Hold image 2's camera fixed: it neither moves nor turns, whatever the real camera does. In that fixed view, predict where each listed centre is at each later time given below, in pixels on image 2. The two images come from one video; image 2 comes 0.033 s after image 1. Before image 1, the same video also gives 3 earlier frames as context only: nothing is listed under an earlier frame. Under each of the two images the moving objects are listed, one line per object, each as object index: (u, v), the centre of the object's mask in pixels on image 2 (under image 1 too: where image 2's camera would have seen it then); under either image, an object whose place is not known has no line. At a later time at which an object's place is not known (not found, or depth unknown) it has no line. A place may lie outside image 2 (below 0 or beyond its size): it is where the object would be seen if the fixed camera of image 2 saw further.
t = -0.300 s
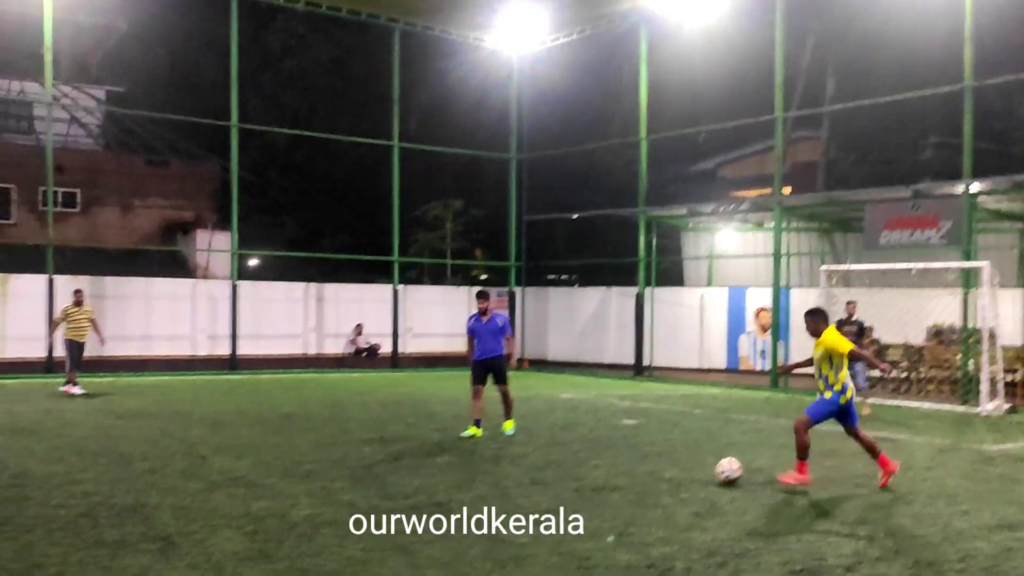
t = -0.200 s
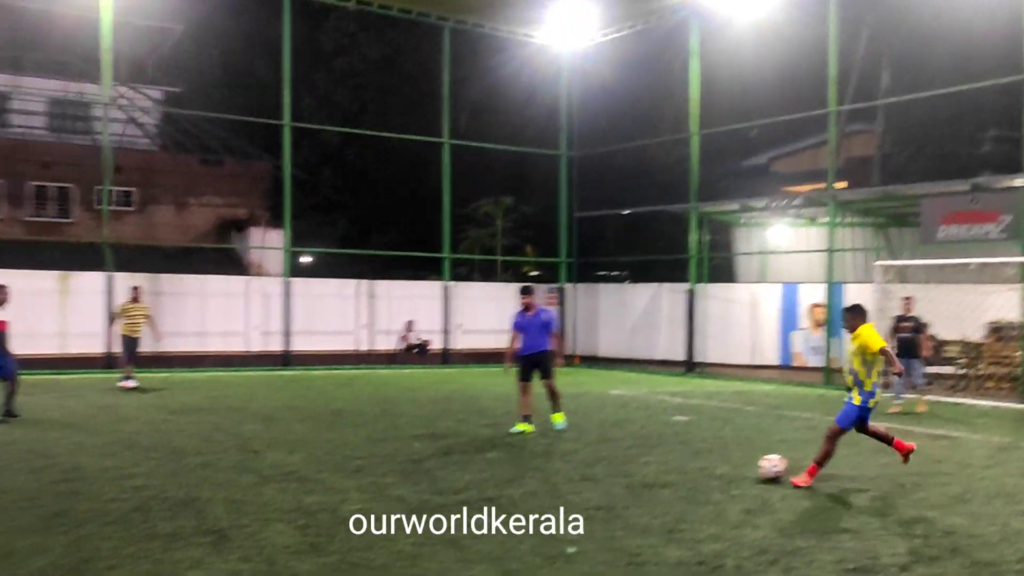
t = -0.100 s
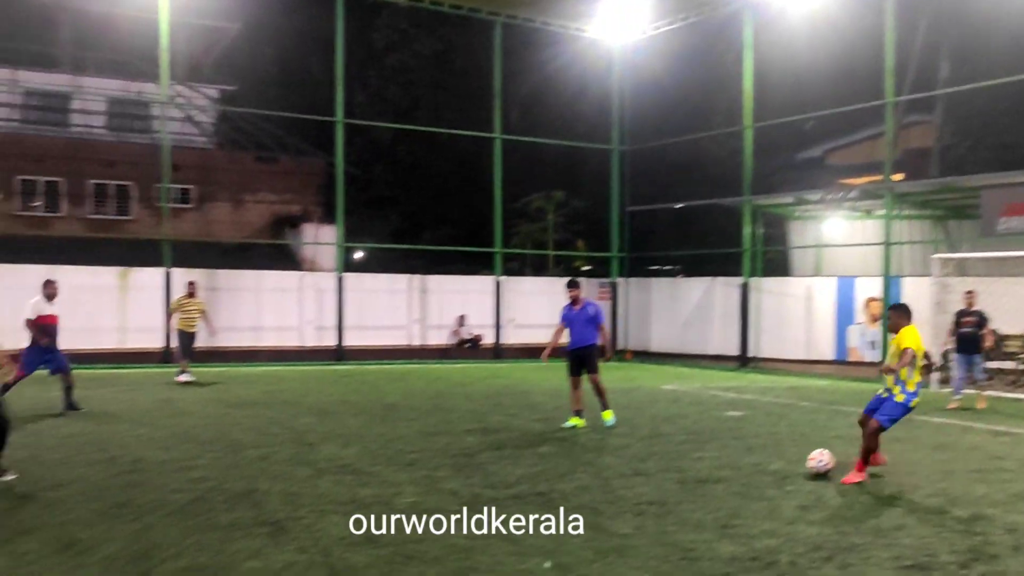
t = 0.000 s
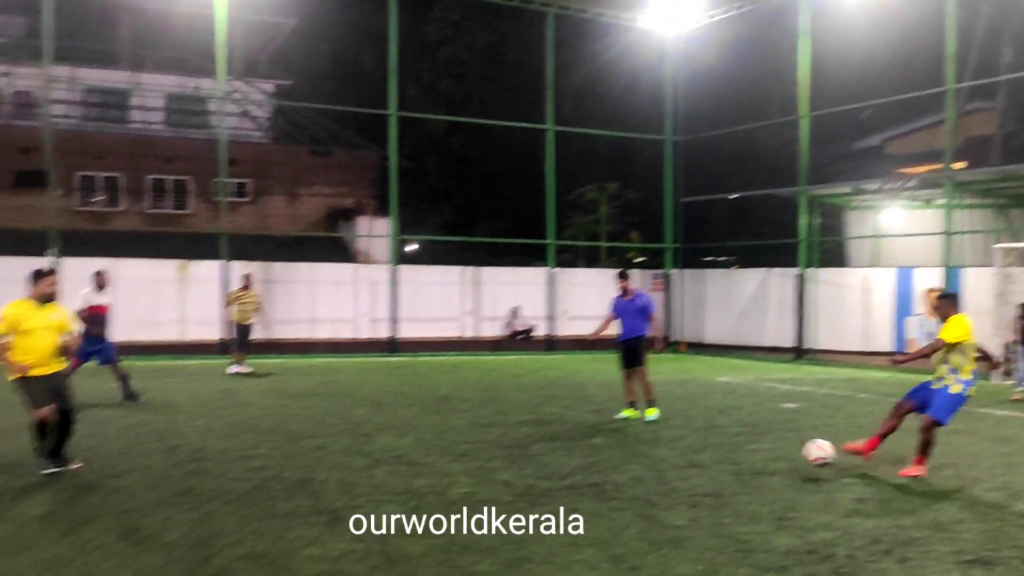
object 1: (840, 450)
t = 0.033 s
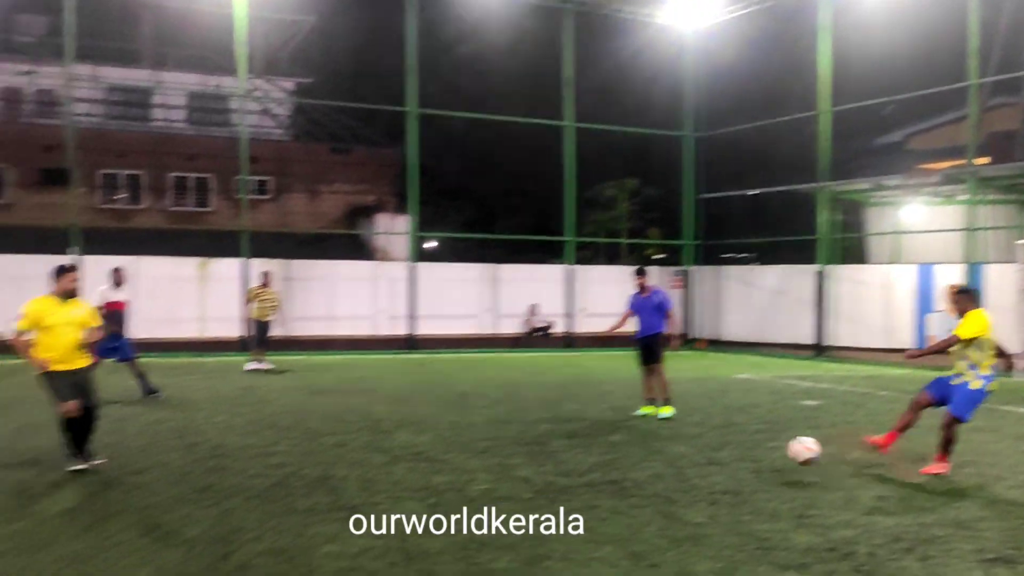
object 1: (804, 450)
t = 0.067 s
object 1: (765, 453)
